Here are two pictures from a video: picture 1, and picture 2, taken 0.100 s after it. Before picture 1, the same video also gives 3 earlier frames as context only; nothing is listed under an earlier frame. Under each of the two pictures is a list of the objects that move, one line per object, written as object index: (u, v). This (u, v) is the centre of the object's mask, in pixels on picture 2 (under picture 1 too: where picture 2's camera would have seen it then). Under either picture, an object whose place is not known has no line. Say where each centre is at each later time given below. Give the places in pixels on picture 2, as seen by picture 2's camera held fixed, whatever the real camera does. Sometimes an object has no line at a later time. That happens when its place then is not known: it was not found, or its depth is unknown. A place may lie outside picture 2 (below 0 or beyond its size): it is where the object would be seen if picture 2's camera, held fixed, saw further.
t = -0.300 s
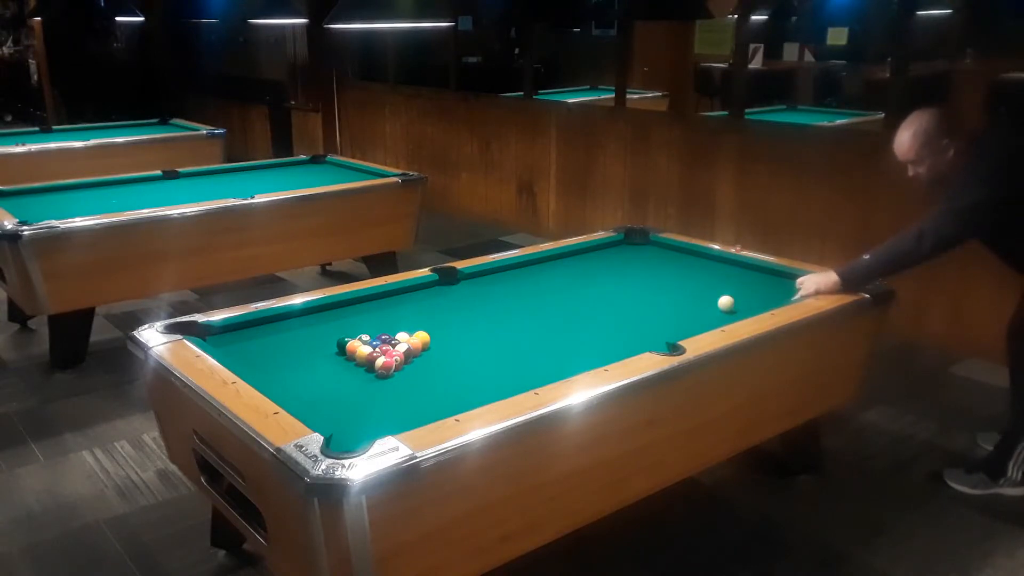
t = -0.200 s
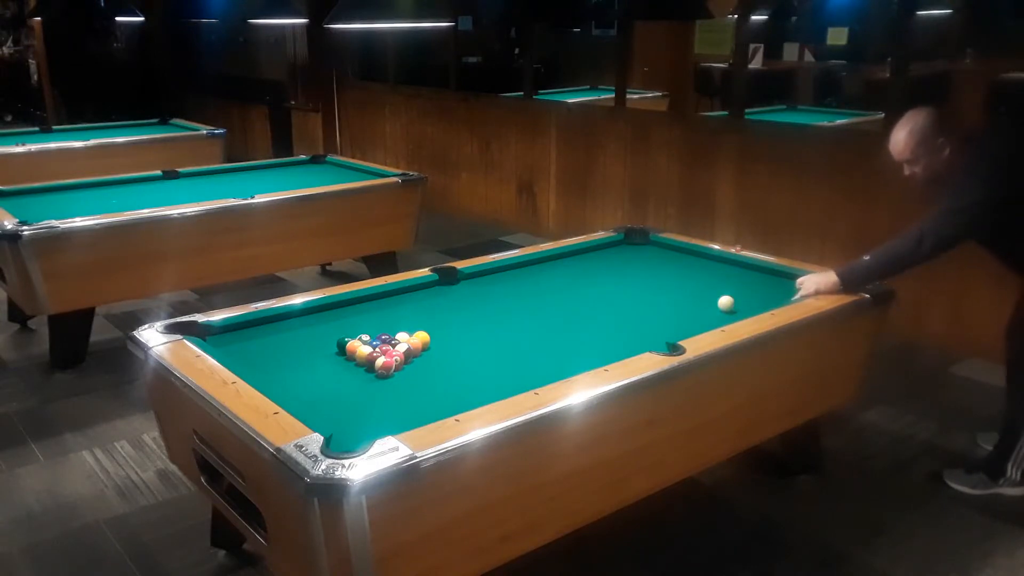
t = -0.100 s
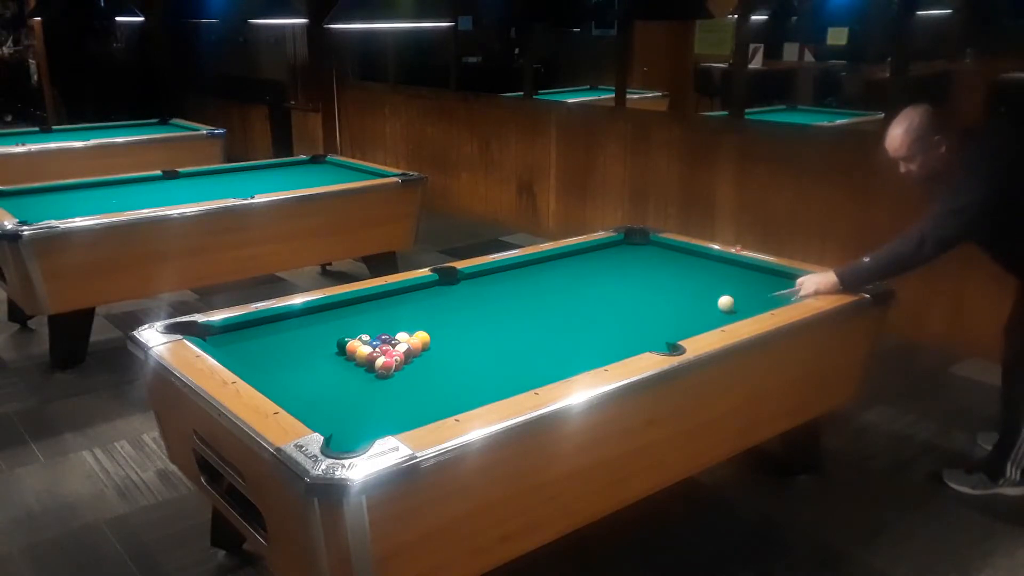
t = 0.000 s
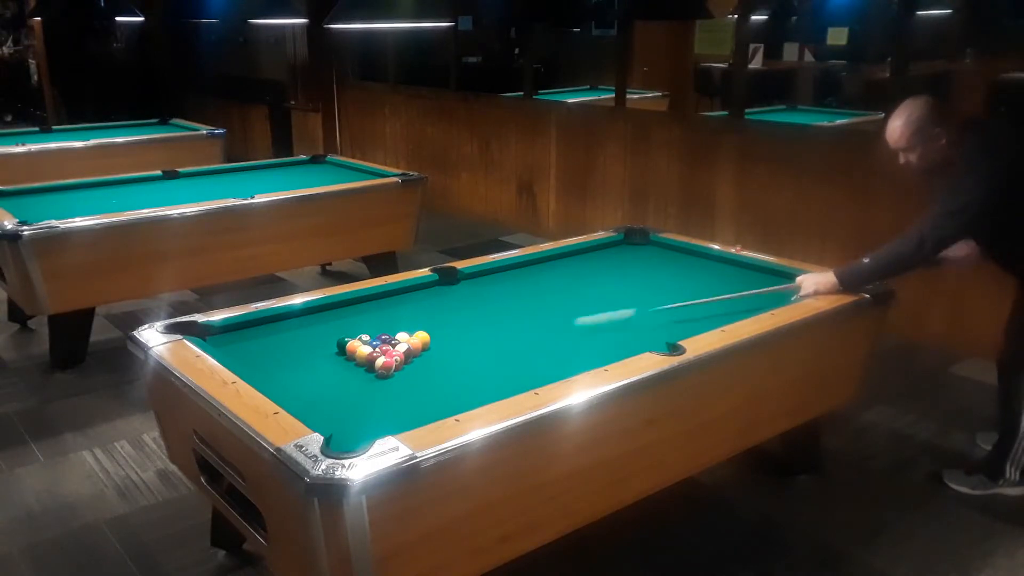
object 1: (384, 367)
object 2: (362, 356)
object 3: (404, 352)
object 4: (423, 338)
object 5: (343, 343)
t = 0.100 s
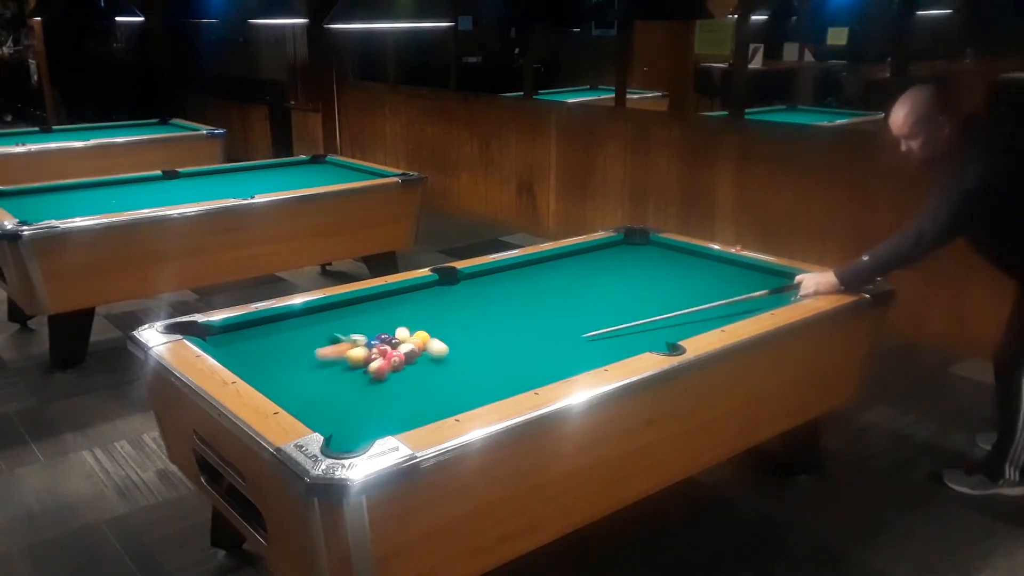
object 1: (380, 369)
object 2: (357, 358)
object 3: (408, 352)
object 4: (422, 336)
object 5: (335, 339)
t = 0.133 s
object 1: (371, 375)
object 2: (344, 363)
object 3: (414, 354)
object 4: (423, 336)
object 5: (324, 337)
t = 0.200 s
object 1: (354, 387)
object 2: (319, 369)
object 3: (424, 354)
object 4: (424, 335)
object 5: (304, 323)
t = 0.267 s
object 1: (339, 397)
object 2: (296, 377)
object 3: (435, 356)
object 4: (424, 334)
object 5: (288, 317)
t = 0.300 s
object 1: (331, 402)
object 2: (285, 380)
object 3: (440, 356)
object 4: (424, 334)
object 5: (290, 319)
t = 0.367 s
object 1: (320, 410)
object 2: (284, 381)
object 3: (450, 357)
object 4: (425, 334)
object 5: (298, 325)
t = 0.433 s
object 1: (337, 410)
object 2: (297, 377)
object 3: (460, 355)
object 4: (426, 334)
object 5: (305, 332)
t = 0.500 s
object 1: (354, 410)
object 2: (310, 373)
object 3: (472, 358)
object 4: (427, 335)
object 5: (312, 339)
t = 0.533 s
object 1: (361, 409)
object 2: (316, 371)
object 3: (477, 359)
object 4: (427, 335)
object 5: (316, 341)
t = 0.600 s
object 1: (378, 408)
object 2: (328, 368)
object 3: (487, 360)
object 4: (429, 335)
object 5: (319, 346)
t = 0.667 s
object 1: (394, 408)
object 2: (340, 364)
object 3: (496, 361)
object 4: (430, 334)
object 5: (312, 348)
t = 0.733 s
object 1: (410, 406)
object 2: (347, 366)
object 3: (506, 361)
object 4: (430, 334)
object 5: (307, 350)
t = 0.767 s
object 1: (417, 406)
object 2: (351, 367)
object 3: (511, 361)
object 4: (431, 333)
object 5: (304, 351)
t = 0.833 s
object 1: (433, 403)
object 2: (358, 369)
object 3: (522, 363)
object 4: (431, 333)
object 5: (299, 352)
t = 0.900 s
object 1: (448, 401)
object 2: (365, 370)
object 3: (532, 364)
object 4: (432, 332)
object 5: (293, 354)
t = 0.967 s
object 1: (463, 398)
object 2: (372, 372)
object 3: (541, 365)
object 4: (432, 332)
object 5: (288, 357)
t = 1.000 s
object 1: (470, 397)
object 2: (376, 373)
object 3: (546, 365)
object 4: (432, 332)
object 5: (286, 357)
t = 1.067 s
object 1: (482, 394)
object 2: (383, 374)
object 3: (554, 365)
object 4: (433, 332)
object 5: (281, 359)
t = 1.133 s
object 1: (488, 391)
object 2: (390, 377)
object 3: (564, 365)
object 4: (433, 331)
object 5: (275, 361)
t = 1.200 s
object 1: (493, 388)
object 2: (396, 379)
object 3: (574, 363)
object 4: (433, 331)
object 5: (270, 363)
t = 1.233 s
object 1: (496, 387)
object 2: (398, 380)
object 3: (579, 363)
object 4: (433, 331)
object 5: (267, 364)
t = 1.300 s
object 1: (502, 384)
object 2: (401, 383)
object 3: (580, 362)
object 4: (434, 329)
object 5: (262, 366)
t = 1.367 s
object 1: (508, 381)
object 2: (404, 385)
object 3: (580, 360)
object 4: (434, 328)
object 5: (258, 368)
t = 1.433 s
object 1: (513, 378)
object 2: (408, 387)
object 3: (580, 360)
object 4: (433, 329)
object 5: (254, 367)
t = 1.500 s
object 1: (518, 375)
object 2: (411, 389)
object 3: (580, 358)
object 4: (434, 330)
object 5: (257, 368)
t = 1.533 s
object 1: (520, 373)
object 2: (413, 391)
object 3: (580, 358)
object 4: (435, 330)
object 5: (258, 368)
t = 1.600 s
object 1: (525, 370)
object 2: (416, 393)
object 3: (581, 356)
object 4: (435, 330)
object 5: (261, 369)
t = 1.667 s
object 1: (530, 366)
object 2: (420, 395)
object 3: (581, 355)
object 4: (435, 330)
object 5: (265, 369)
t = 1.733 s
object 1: (534, 363)
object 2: (423, 397)
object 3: (582, 352)
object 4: (435, 330)
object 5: (268, 367)
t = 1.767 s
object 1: (536, 362)
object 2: (425, 398)
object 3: (582, 350)
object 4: (435, 330)
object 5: (270, 367)
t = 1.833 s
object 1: (541, 359)
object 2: (429, 400)
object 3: (582, 348)
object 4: (435, 330)
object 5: (273, 366)
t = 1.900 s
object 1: (545, 356)
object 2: (432, 402)
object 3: (582, 347)
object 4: (435, 330)
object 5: (276, 366)
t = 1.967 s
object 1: (549, 353)
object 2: (435, 403)
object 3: (583, 345)
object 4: (435, 330)
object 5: (279, 365)
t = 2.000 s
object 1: (551, 352)
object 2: (437, 404)
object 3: (583, 344)
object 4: (435, 330)
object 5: (281, 365)
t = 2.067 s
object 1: (555, 349)
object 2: (440, 404)
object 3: (583, 343)
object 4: (435, 330)
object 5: (284, 364)
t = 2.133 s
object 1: (559, 347)
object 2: (443, 405)
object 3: (582, 341)
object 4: (435, 330)
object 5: (286, 364)
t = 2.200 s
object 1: (563, 344)
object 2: (446, 406)
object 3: (582, 340)
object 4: (435, 330)
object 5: (289, 364)
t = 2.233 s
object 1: (565, 343)
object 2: (447, 406)
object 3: (583, 339)
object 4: (435, 330)
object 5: (290, 364)
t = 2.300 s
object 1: (568, 341)
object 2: (445, 405)
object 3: (583, 336)
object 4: (435, 330)
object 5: (293, 363)
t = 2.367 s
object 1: (569, 339)
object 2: (444, 405)
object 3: (585, 335)
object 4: (435, 330)
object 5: (295, 363)
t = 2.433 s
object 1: (570, 337)
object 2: (442, 404)
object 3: (587, 333)
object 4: (435, 330)
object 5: (297, 363)
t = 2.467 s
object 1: (570, 337)
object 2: (441, 404)
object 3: (588, 332)
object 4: (435, 330)
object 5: (298, 363)
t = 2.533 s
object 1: (570, 335)
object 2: (440, 404)
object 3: (591, 331)
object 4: (435, 330)
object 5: (300, 362)
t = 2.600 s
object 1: (571, 333)
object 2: (438, 403)
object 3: (593, 329)
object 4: (435, 330)
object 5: (302, 361)
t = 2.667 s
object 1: (571, 332)
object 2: (437, 403)
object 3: (595, 327)
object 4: (435, 330)
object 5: (304, 361)
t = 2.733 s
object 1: (572, 331)
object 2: (436, 403)
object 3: (597, 326)
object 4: (435, 330)
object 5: (306, 361)
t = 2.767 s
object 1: (573, 330)
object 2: (435, 403)
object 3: (598, 325)
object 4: (435, 330)
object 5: (307, 360)
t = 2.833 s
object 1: (573, 329)
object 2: (434, 402)
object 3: (599, 323)
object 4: (435, 330)
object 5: (308, 360)
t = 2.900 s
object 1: (573, 327)
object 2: (433, 401)
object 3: (601, 322)
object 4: (435, 330)
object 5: (310, 360)
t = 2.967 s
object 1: (574, 326)
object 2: (432, 401)
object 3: (602, 321)
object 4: (435, 330)
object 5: (311, 359)
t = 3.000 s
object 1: (574, 326)
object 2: (432, 400)
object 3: (603, 319)
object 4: (435, 330)
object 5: (312, 359)
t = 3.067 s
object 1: (575, 324)
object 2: (431, 400)
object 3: (605, 318)
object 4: (435, 330)
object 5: (313, 359)
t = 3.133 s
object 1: (575, 324)
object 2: (430, 399)
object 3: (607, 317)
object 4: (435, 330)
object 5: (315, 359)
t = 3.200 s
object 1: (576, 323)
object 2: (429, 398)
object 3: (609, 316)
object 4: (435, 330)
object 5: (316, 359)
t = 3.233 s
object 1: (576, 322)
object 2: (429, 398)
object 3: (609, 315)
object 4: (435, 330)
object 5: (316, 359)
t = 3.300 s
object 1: (576, 321)
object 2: (429, 397)
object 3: (611, 314)
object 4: (435, 330)
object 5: (317, 359)
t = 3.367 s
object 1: (577, 321)
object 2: (429, 397)
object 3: (613, 313)
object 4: (435, 330)
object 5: (318, 359)
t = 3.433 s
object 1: (577, 320)
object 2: (428, 396)
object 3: (615, 311)
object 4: (435, 330)
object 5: (318, 359)
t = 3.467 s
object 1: (577, 319)
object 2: (428, 396)
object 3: (616, 310)
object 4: (435, 330)
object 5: (319, 359)
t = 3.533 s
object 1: (577, 319)
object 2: (427, 395)
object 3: (618, 309)
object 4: (435, 330)
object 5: (319, 359)
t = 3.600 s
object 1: (577, 318)
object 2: (427, 395)
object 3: (619, 308)
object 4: (435, 330)
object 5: (320, 359)
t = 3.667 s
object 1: (577, 318)
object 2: (427, 395)
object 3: (621, 308)
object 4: (435, 330)
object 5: (320, 359)
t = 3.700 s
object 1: (577, 317)
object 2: (427, 395)
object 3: (622, 307)
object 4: (435, 330)
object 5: (320, 359)
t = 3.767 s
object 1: (577, 317)
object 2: (426, 394)
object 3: (623, 306)
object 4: (435, 330)
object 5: (320, 359)
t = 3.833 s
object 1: (577, 316)
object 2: (426, 394)
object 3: (624, 304)
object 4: (435, 330)
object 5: (320, 359)
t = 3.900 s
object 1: (576, 316)
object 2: (426, 394)
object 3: (625, 303)
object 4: (435, 330)
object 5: (320, 359)
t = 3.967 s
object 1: (576, 315)
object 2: (426, 394)
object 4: (435, 330)
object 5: (320, 359)
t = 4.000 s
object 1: (576, 315)
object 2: (426, 394)
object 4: (435, 330)
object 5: (320, 359)
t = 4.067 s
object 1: (576, 315)
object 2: (426, 394)
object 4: (435, 330)
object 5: (320, 359)
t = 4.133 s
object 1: (576, 314)
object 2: (426, 394)
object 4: (435, 330)
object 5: (320, 359)
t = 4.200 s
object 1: (576, 314)
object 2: (426, 394)
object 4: (435, 330)
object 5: (320, 359)
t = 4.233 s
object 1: (576, 314)
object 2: (426, 394)
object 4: (435, 330)
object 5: (320, 359)
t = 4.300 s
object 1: (576, 314)
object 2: (426, 394)
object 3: (636, 298)
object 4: (435, 330)
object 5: (320, 359)
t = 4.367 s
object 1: (576, 314)
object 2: (426, 394)
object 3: (636, 297)
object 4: (435, 330)
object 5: (320, 359)
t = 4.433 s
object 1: (575, 313)
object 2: (426, 394)
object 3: (637, 296)
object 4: (435, 330)
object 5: (320, 359)
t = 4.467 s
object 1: (575, 313)
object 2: (426, 394)
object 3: (638, 296)
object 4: (435, 330)
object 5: (320, 359)
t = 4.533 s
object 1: (575, 313)
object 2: (426, 394)
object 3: (639, 295)
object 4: (432, 330)
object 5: (320, 358)
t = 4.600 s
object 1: (575, 313)
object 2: (426, 394)
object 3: (640, 295)
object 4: (430, 330)
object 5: (320, 358)
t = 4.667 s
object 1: (575, 313)
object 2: (426, 394)
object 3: (641, 294)
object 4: (427, 330)
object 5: (320, 358)
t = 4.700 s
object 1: (575, 313)
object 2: (426, 394)
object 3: (641, 294)
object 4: (426, 330)
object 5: (320, 358)
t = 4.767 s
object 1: (575, 313)
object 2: (426, 394)
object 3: (642, 294)
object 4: (424, 330)
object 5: (320, 358)
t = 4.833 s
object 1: (575, 313)
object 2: (426, 394)
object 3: (642, 293)
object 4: (422, 330)
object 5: (320, 358)
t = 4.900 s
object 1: (575, 313)
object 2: (426, 394)
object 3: (643, 293)
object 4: (420, 330)
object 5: (320, 358)
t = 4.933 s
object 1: (575, 313)
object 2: (426, 394)
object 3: (643, 293)
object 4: (419, 330)
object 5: (320, 358)
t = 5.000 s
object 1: (575, 313)
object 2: (426, 394)
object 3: (644, 292)
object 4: (417, 330)
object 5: (320, 358)
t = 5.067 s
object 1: (575, 313)
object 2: (426, 394)
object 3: (645, 292)
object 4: (415, 330)
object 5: (320, 358)
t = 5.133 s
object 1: (575, 313)
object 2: (426, 394)
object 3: (645, 291)
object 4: (414, 331)
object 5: (320, 358)
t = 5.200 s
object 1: (575, 312)
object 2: (426, 394)
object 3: (646, 291)
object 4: (413, 331)
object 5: (320, 358)
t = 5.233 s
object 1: (575, 313)
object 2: (426, 394)
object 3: (646, 291)
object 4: (412, 331)
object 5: (320, 358)
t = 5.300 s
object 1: (575, 312)
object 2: (426, 394)
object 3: (647, 290)
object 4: (411, 331)
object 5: (320, 358)
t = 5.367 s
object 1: (575, 313)
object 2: (426, 394)
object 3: (647, 290)
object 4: (409, 331)
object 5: (320, 358)
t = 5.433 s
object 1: (575, 313)
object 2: (426, 394)
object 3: (647, 290)
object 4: (409, 331)
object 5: (320, 358)
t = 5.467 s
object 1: (575, 313)
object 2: (426, 394)
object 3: (648, 290)
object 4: (408, 331)
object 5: (320, 358)
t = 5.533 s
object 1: (575, 313)
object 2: (426, 394)
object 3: (648, 290)
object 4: (407, 331)
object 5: (320, 358)
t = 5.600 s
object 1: (575, 313)
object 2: (426, 394)
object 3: (649, 290)
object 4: (406, 331)
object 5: (320, 358)
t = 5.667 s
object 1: (575, 313)
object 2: (426, 394)
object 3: (649, 290)
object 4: (406, 331)
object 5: (320, 358)
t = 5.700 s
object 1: (575, 313)
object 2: (426, 394)
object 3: (650, 290)
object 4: (405, 331)
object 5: (320, 358)
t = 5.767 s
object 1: (575, 313)
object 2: (426, 394)
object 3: (650, 290)
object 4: (405, 331)
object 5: (320, 358)
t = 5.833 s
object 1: (575, 313)
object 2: (426, 394)
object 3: (650, 290)
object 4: (405, 331)
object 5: (320, 358)
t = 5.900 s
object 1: (575, 313)
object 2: (426, 394)
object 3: (650, 290)
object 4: (405, 331)
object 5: (320, 358)
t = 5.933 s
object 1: (575, 313)
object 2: (426, 394)
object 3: (650, 290)
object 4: (405, 331)
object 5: (320, 358)
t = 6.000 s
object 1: (575, 313)
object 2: (426, 394)
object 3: (650, 290)
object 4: (405, 331)
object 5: (320, 358)
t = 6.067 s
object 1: (575, 313)
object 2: (426, 394)
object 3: (651, 290)
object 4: (405, 331)
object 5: (320, 358)
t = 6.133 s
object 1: (575, 313)
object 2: (426, 394)
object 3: (650, 290)
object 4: (405, 331)
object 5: (320, 358)
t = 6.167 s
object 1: (575, 313)
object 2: (426, 394)
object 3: (650, 290)
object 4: (405, 331)
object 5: (320, 358)
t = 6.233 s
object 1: (575, 313)
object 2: (426, 394)
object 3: (650, 290)
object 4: (405, 331)
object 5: (320, 358)
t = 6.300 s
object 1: (575, 313)
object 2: (426, 394)
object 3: (650, 290)
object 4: (405, 331)
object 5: (320, 358)
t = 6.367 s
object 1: (575, 313)
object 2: (426, 394)
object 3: (650, 290)
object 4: (405, 331)
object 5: (320, 358)
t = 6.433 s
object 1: (575, 313)
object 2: (426, 394)
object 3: (651, 290)
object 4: (405, 331)
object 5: (320, 358)
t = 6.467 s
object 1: (575, 313)
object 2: (426, 394)
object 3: (651, 290)
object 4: (405, 331)
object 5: (320, 358)
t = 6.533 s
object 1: (575, 313)
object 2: (426, 395)
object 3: (650, 290)
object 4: (405, 331)
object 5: (320, 358)
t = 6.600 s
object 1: (575, 313)
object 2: (426, 395)
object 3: (650, 290)
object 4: (405, 331)
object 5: (320, 358)
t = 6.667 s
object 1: (575, 313)
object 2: (426, 395)
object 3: (650, 290)
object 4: (405, 331)
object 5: (320, 358)
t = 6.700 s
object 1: (575, 313)
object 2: (426, 394)
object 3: (650, 290)
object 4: (405, 331)
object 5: (320, 358)
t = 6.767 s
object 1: (575, 313)
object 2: (426, 394)
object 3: (650, 290)
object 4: (405, 331)
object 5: (320, 358)
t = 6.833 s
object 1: (575, 313)
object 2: (426, 394)
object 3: (650, 290)
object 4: (405, 331)
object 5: (320, 358)
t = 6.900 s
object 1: (575, 313)
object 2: (426, 394)
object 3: (650, 290)
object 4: (405, 331)
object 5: (320, 358)
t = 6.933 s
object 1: (575, 313)
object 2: (426, 394)
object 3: (650, 290)
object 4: (405, 331)
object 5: (320, 358)
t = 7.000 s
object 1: (575, 313)
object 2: (426, 394)
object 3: (650, 290)
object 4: (405, 331)
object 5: (320, 358)
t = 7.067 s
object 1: (575, 313)
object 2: (426, 394)
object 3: (650, 290)
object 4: (405, 331)
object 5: (320, 358)
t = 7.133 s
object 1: (575, 313)
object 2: (426, 394)
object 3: (650, 290)
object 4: (405, 331)
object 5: (320, 358)
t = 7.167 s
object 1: (575, 313)
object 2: (426, 394)
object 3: (650, 290)
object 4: (405, 331)
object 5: (320, 358)
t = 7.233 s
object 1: (575, 313)
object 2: (426, 394)
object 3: (650, 290)
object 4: (405, 331)
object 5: (320, 358)
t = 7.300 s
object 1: (575, 313)
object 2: (426, 394)
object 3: (650, 290)
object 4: (405, 331)
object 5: (320, 358)
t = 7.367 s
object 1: (575, 313)
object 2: (426, 394)
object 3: (650, 290)
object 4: (405, 331)
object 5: (320, 358)
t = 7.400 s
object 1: (575, 313)
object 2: (426, 394)
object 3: (650, 290)
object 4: (405, 331)
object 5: (320, 358)
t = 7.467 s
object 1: (575, 313)
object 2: (426, 394)
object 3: (650, 290)
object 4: (405, 331)
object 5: (320, 358)
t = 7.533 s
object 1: (575, 312)
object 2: (426, 394)
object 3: (650, 290)
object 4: (405, 331)
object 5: (320, 358)
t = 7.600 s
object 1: (575, 313)
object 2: (426, 394)
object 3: (650, 290)
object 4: (405, 331)
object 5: (320, 358)
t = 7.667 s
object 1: (575, 313)
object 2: (426, 394)
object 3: (650, 290)
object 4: (405, 331)
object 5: (320, 358)
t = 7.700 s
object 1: (575, 313)
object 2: (426, 394)
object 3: (650, 290)
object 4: (405, 331)
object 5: (320, 358)
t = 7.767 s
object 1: (575, 312)
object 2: (426, 394)
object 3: (650, 290)
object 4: (405, 331)
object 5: (320, 358)
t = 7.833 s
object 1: (575, 312)
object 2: (426, 394)
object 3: (650, 290)
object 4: (405, 331)
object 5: (320, 358)
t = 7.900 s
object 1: (575, 312)
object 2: (426, 394)
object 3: (650, 290)
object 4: (405, 331)
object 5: (320, 358)
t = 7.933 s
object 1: (575, 312)
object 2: (426, 394)
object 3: (650, 290)
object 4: (405, 331)
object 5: (320, 358)
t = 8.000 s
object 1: (575, 313)
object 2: (426, 394)
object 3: (650, 290)
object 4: (405, 331)
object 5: (320, 358)
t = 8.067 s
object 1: (575, 313)
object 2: (426, 394)
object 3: (650, 290)
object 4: (405, 331)
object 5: (320, 358)
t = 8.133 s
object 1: (575, 313)
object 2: (426, 394)
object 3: (650, 290)
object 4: (405, 331)
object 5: (320, 358)
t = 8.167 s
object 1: (576, 313)
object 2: (426, 394)
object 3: (650, 290)
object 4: (405, 331)
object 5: (320, 358)
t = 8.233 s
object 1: (575, 313)
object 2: (426, 394)
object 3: (650, 290)
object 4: (405, 331)
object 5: (320, 358)
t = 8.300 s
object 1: (575, 313)
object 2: (426, 394)
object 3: (650, 290)
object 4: (405, 331)
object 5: (320, 358)
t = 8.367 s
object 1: (575, 313)
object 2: (426, 394)
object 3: (650, 290)
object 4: (405, 331)
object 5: (320, 358)
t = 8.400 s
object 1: (575, 313)
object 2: (426, 394)
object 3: (650, 290)
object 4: (405, 331)
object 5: (320, 358)
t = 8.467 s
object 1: (575, 313)
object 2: (426, 394)
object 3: (650, 290)
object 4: (405, 331)
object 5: (320, 358)
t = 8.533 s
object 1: (575, 313)
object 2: (426, 394)
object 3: (650, 290)
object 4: (405, 331)
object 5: (320, 358)
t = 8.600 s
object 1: (575, 313)
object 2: (426, 394)
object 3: (650, 290)
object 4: (405, 331)
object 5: (320, 358)
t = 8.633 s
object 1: (575, 313)
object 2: (426, 394)
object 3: (650, 290)
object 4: (405, 331)
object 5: (320, 358)
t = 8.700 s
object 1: (575, 313)
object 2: (426, 394)
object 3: (650, 290)
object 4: (405, 331)
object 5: (320, 358)
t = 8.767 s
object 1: (576, 313)
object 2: (426, 394)
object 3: (650, 290)
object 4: (405, 331)
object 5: (320, 358)
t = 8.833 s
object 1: (575, 313)
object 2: (426, 394)
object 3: (650, 290)
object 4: (405, 331)
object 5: (320, 358)
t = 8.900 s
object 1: (575, 312)
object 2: (426, 394)
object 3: (650, 290)
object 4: (405, 331)
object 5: (320, 358)
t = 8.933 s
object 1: (575, 312)
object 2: (426, 394)
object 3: (650, 290)
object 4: (405, 331)
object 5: (320, 358)
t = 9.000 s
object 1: (575, 312)
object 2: (426, 394)
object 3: (650, 290)
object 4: (405, 331)
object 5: (320, 358)
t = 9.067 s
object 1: (575, 312)
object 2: (426, 394)
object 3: (650, 290)
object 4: (405, 331)
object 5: (320, 358)
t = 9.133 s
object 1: (575, 312)
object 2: (426, 394)
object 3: (650, 290)
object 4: (405, 331)
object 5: (320, 358)
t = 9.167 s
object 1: (575, 312)
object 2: (426, 394)
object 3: (650, 290)
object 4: (405, 331)
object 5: (320, 358)
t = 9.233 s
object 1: (575, 312)
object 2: (426, 394)
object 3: (650, 290)
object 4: (405, 331)
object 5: (320, 358)
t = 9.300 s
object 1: (575, 312)
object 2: (426, 394)
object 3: (650, 290)
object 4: (405, 331)
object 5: (320, 358)
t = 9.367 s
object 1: (575, 312)
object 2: (426, 394)
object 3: (650, 290)
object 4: (405, 331)
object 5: (320, 358)
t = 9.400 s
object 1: (575, 312)
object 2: (426, 394)
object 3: (650, 290)
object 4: (405, 331)
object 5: (320, 358)
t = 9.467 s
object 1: (575, 312)
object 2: (426, 394)
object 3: (650, 290)
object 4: (405, 331)
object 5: (320, 358)
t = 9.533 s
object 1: (576, 312)
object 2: (426, 394)
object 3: (650, 290)
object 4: (405, 331)
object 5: (320, 358)
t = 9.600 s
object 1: (576, 312)
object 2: (426, 394)
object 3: (650, 290)
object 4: (405, 331)
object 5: (320, 358)
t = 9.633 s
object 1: (576, 312)
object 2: (426, 394)
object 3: (650, 290)
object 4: (405, 331)
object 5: (320, 358)
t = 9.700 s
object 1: (576, 312)
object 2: (426, 394)
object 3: (650, 290)
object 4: (405, 331)
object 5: (320, 358)
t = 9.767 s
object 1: (576, 312)
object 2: (426, 394)
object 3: (650, 290)
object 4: (405, 331)
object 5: (320, 358)
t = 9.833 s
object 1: (576, 312)
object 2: (426, 394)
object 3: (650, 290)
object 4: (405, 331)
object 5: (320, 358)
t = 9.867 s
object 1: (576, 312)
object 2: (426, 394)
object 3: (650, 290)
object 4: (405, 331)
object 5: (320, 358)
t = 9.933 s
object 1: (576, 312)
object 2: (426, 394)
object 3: (650, 290)
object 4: (405, 331)
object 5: (320, 358)
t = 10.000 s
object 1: (576, 312)
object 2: (426, 394)
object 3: (650, 290)
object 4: (405, 331)
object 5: (320, 358)
